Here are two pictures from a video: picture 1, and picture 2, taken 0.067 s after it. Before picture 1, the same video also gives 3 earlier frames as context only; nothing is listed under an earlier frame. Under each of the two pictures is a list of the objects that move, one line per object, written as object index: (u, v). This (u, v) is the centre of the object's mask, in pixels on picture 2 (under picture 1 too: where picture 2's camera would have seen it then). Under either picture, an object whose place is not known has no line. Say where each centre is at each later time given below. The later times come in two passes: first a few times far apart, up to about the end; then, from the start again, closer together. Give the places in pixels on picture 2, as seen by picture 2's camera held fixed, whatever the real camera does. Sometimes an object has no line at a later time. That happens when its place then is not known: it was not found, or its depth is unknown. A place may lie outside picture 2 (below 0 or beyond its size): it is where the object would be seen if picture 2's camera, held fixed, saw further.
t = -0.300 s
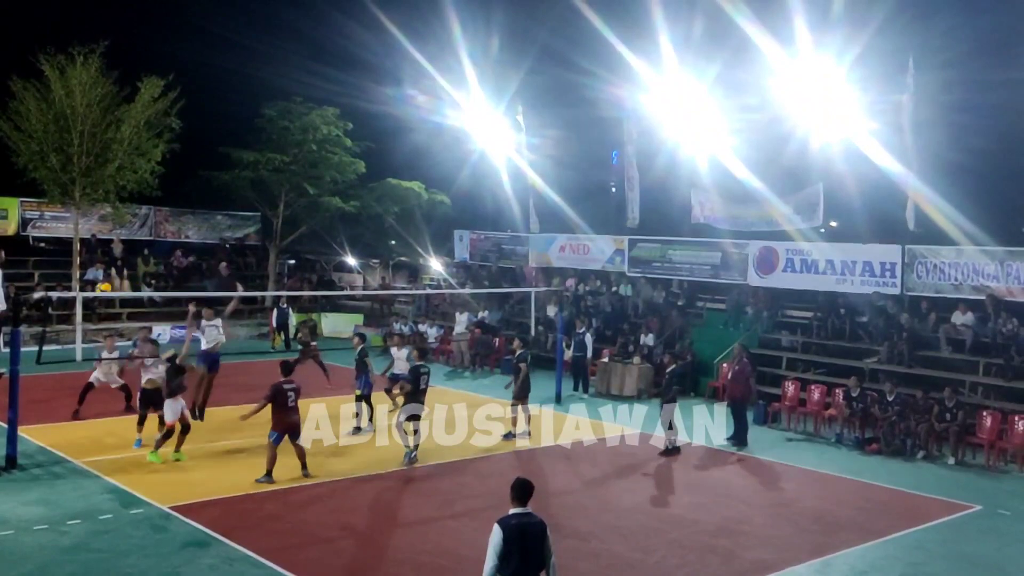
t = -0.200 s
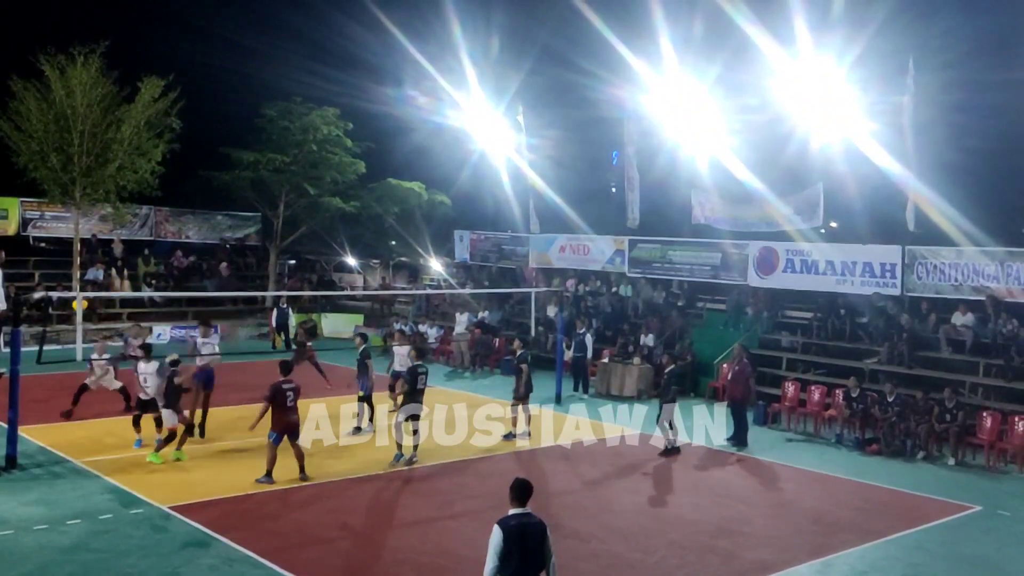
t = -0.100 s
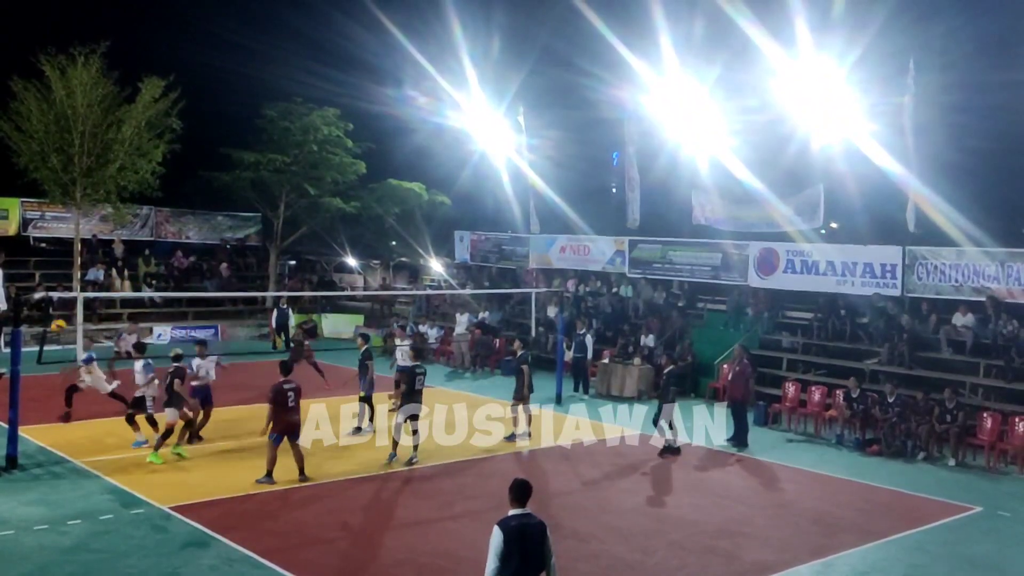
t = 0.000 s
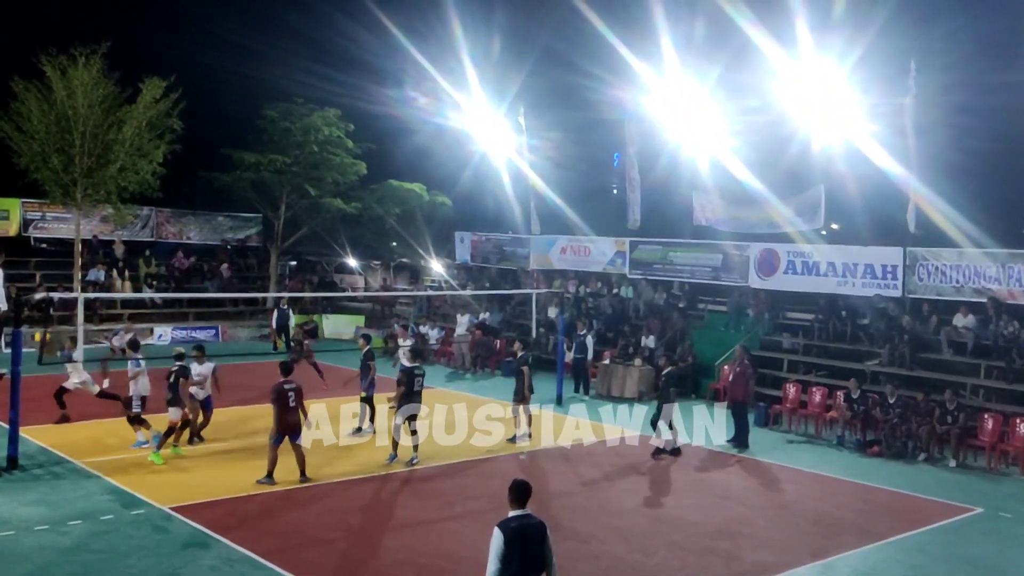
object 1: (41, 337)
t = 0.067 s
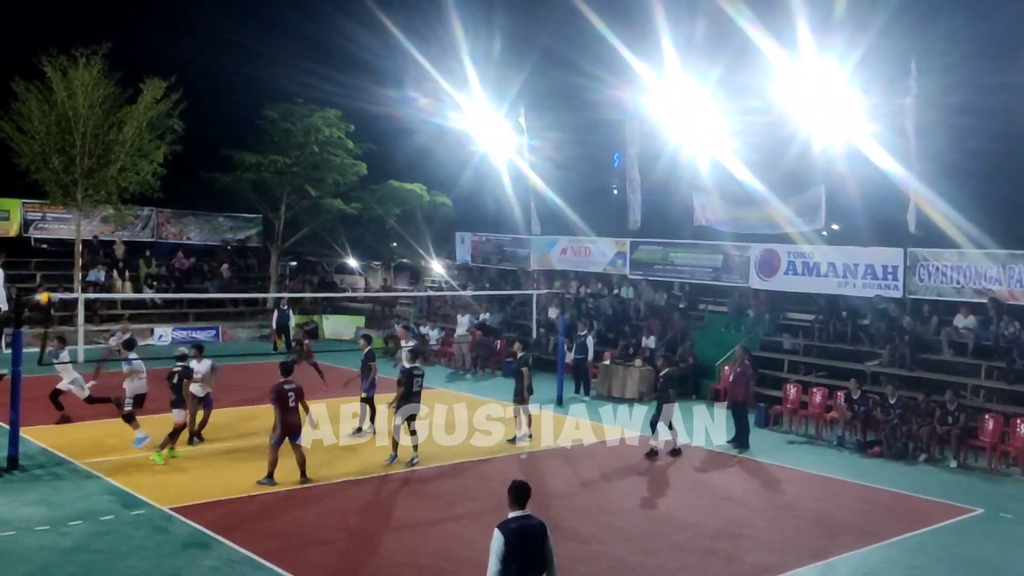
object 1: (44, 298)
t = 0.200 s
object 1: (52, 232)
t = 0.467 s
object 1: (67, 135)
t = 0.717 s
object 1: (79, 87)
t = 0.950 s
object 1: (90, 74)
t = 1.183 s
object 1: (100, 90)
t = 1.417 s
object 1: (109, 132)
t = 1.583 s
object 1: (115, 174)
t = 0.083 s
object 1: (46, 290)
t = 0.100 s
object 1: (47, 280)
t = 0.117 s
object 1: (49, 271)
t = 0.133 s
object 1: (49, 263)
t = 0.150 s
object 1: (50, 255)
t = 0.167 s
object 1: (51, 246)
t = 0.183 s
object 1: (52, 240)
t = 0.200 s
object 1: (52, 232)
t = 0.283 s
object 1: (58, 196)
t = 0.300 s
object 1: (58, 190)
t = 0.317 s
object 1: (60, 183)
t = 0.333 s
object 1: (61, 177)
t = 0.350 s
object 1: (61, 171)
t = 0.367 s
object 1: (62, 165)
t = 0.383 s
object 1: (62, 160)
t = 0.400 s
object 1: (64, 155)
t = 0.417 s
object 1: (65, 149)
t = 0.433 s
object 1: (66, 144)
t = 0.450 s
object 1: (67, 140)
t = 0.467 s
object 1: (67, 135)
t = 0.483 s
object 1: (68, 131)
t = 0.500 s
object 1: (69, 126)
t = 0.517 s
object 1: (70, 122)
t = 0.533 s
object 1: (71, 118)
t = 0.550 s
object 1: (72, 115)
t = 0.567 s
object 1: (73, 111)
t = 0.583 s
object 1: (73, 108)
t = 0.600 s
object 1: (74, 105)
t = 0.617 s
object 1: (75, 102)
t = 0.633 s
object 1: (76, 99)
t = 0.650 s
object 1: (77, 96)
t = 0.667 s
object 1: (77, 94)
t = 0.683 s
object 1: (78, 91)
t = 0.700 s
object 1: (79, 89)
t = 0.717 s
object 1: (79, 87)
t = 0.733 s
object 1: (80, 85)
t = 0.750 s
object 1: (81, 83)
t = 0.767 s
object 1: (82, 82)
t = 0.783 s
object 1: (83, 80)
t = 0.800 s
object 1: (83, 79)
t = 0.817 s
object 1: (84, 78)
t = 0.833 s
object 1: (84, 77)
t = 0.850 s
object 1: (86, 76)
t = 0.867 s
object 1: (86, 75)
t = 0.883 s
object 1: (87, 75)
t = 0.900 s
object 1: (88, 75)
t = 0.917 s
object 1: (89, 74)
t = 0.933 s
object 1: (89, 74)
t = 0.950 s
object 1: (90, 74)
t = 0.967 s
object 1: (91, 74)
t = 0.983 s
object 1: (92, 75)
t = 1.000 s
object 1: (92, 76)
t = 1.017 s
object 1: (93, 76)
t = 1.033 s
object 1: (94, 77)
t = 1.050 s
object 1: (94, 78)
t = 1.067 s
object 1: (95, 79)
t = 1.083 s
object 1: (96, 80)
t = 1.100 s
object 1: (97, 82)
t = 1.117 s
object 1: (97, 83)
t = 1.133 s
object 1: (98, 85)
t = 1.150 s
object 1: (99, 86)
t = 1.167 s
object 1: (99, 88)
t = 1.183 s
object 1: (100, 90)
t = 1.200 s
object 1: (101, 93)
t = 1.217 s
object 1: (101, 95)
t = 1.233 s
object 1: (102, 97)
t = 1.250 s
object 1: (103, 100)
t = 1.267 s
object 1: (103, 102)
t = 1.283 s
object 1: (104, 105)
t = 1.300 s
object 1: (105, 108)
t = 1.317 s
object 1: (106, 111)
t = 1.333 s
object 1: (106, 114)
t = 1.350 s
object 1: (107, 118)
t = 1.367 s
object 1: (107, 121)
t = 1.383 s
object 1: (108, 124)
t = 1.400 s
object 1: (108, 128)
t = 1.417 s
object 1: (109, 132)
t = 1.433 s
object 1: (110, 135)
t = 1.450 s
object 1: (110, 139)
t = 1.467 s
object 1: (111, 143)
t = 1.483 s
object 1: (111, 147)
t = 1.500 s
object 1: (112, 151)
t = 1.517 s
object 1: (112, 156)
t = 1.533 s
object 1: (114, 161)
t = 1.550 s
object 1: (114, 165)
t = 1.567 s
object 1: (114, 169)
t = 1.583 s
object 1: (115, 174)
